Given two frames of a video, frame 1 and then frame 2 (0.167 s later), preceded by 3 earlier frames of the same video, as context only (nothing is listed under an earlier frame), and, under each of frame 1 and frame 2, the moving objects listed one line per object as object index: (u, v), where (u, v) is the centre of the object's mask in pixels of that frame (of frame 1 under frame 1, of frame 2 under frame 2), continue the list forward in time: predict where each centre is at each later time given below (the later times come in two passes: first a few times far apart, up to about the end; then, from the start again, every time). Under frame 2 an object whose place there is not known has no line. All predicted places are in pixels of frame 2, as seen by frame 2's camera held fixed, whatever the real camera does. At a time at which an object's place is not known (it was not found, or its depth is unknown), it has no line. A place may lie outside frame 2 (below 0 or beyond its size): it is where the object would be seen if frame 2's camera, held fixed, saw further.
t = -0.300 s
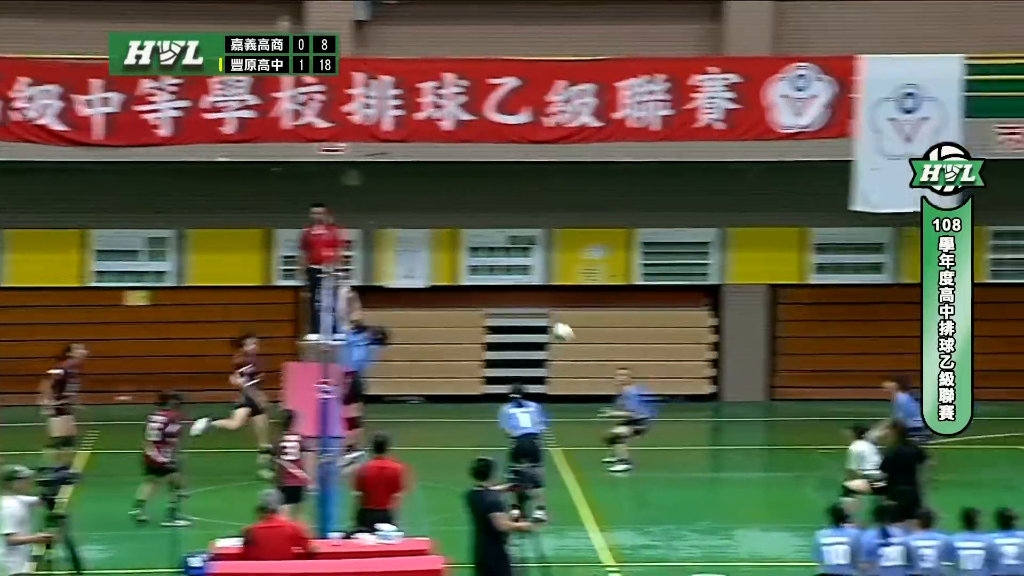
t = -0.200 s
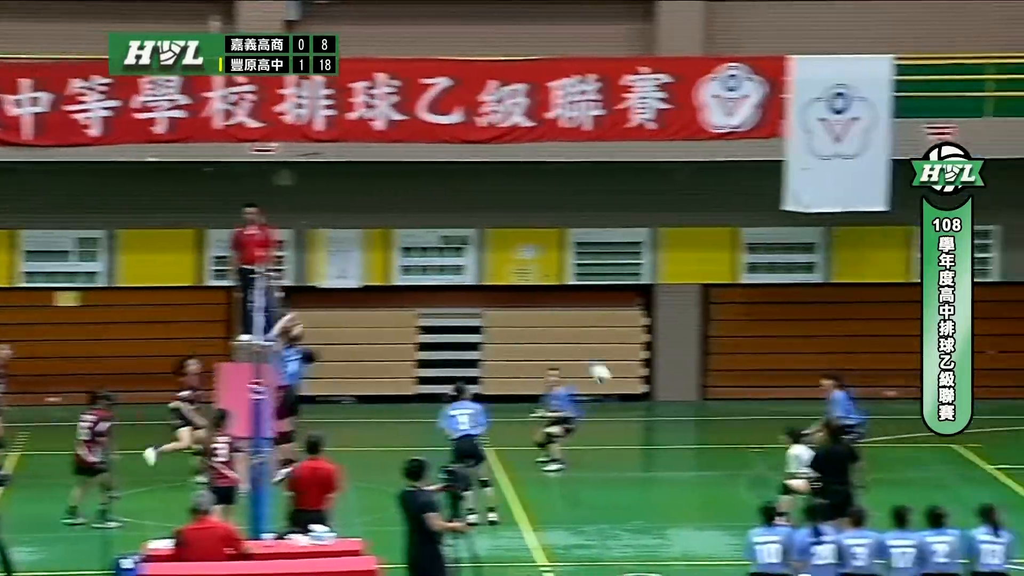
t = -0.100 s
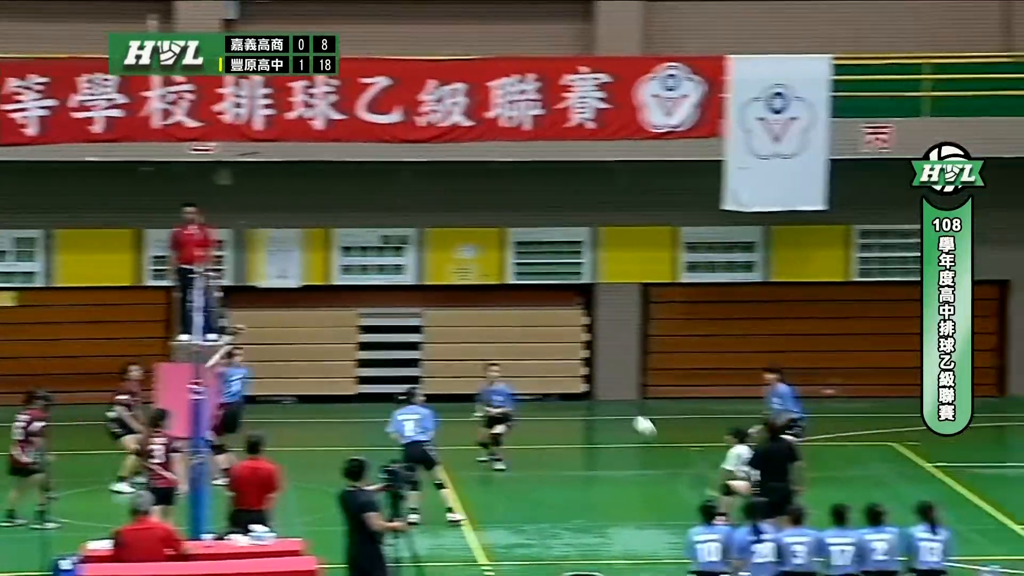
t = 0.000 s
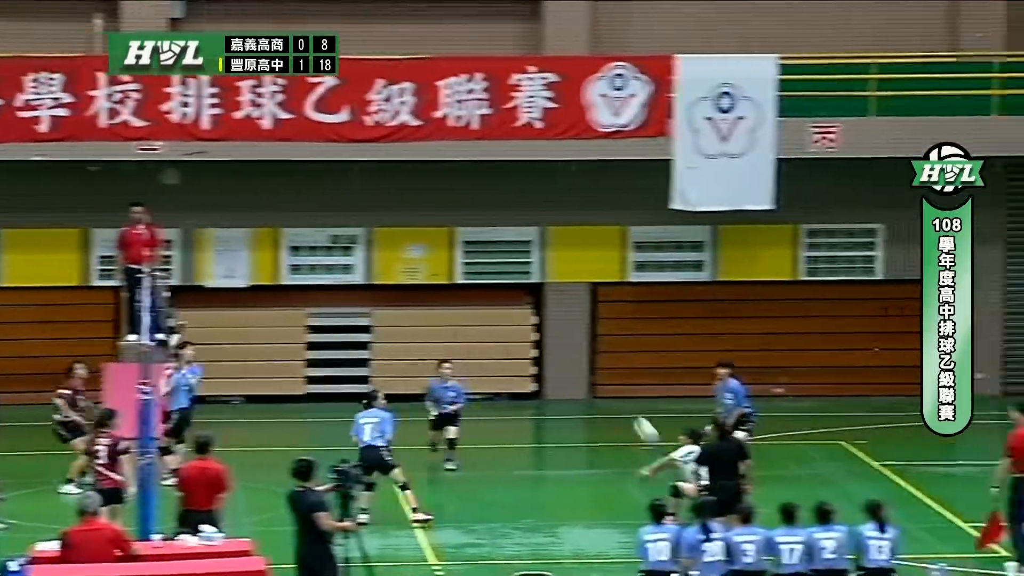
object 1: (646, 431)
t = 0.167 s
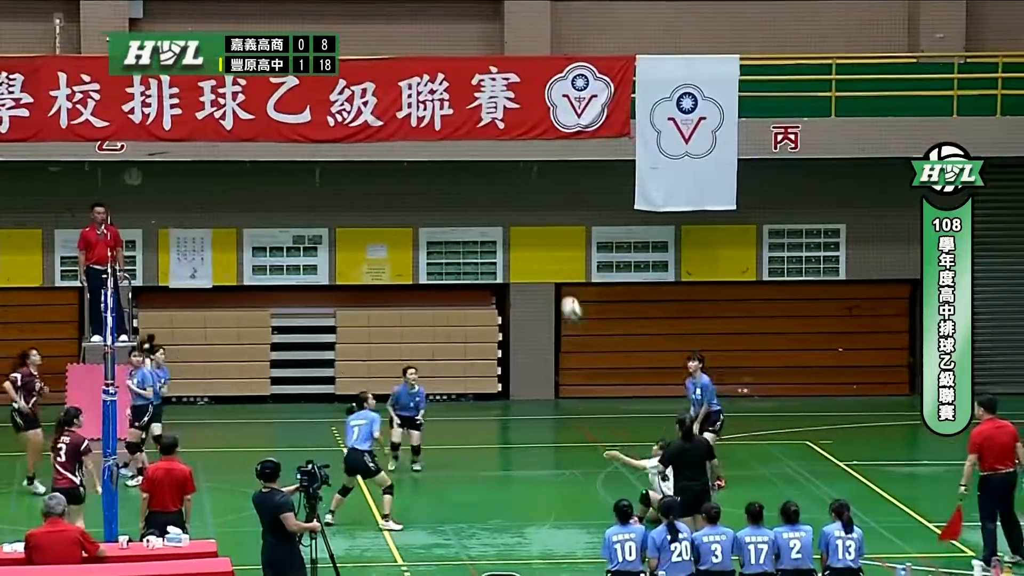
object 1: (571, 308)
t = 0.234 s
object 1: (556, 266)
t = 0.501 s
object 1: (500, 138)
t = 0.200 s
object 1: (564, 288)
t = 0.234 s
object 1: (556, 266)
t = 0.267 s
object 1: (550, 246)
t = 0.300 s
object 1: (542, 228)
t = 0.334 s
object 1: (535, 211)
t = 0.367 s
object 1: (527, 196)
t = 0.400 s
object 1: (521, 180)
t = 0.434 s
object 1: (514, 166)
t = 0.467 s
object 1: (507, 151)
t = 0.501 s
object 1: (500, 138)
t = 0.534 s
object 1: (494, 129)
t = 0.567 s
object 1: (487, 118)
